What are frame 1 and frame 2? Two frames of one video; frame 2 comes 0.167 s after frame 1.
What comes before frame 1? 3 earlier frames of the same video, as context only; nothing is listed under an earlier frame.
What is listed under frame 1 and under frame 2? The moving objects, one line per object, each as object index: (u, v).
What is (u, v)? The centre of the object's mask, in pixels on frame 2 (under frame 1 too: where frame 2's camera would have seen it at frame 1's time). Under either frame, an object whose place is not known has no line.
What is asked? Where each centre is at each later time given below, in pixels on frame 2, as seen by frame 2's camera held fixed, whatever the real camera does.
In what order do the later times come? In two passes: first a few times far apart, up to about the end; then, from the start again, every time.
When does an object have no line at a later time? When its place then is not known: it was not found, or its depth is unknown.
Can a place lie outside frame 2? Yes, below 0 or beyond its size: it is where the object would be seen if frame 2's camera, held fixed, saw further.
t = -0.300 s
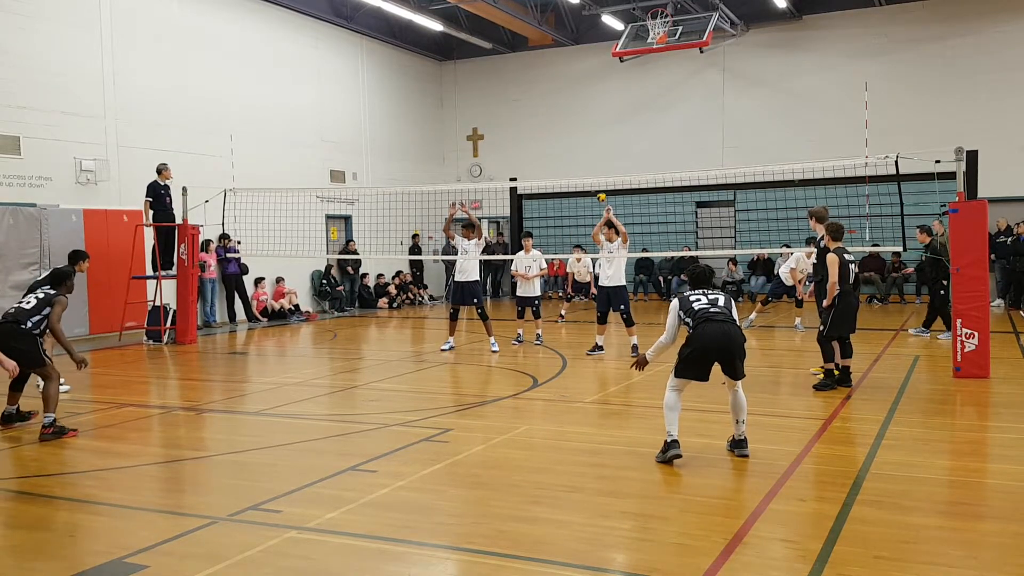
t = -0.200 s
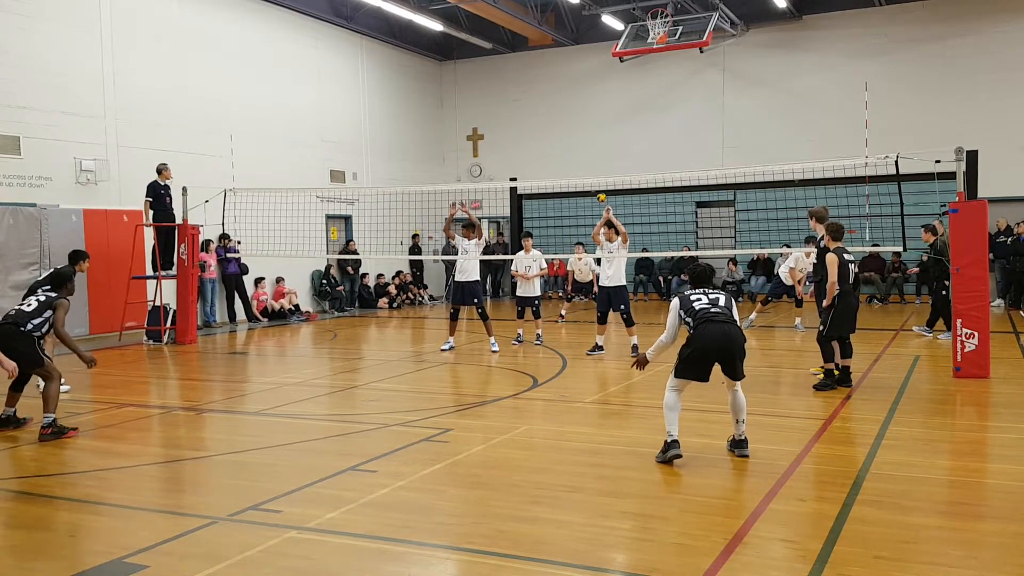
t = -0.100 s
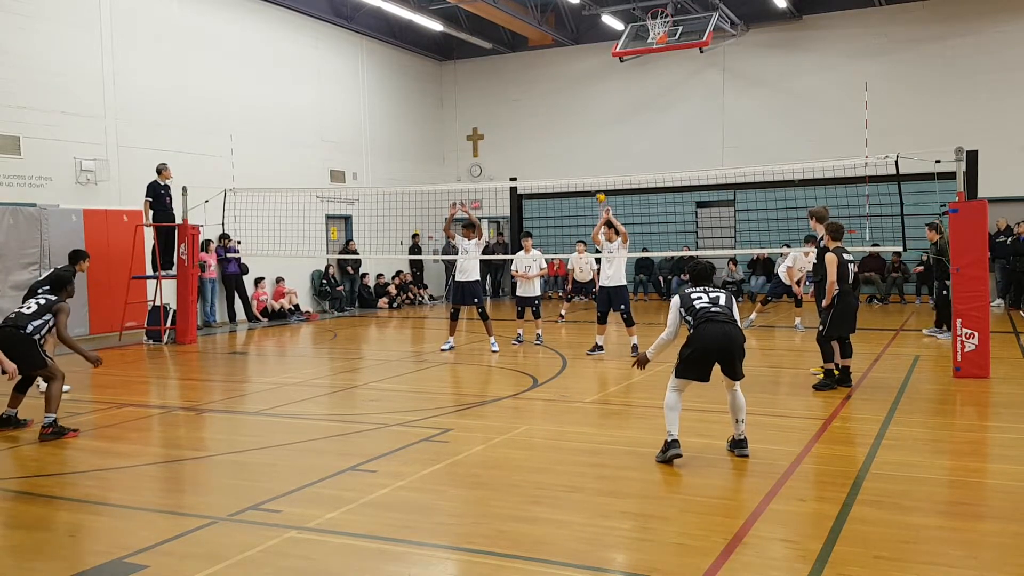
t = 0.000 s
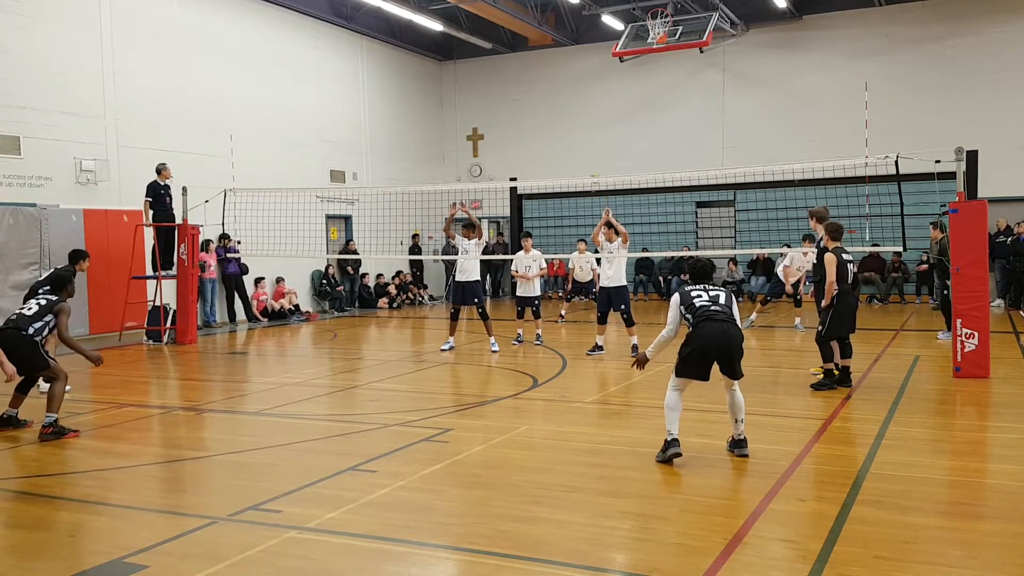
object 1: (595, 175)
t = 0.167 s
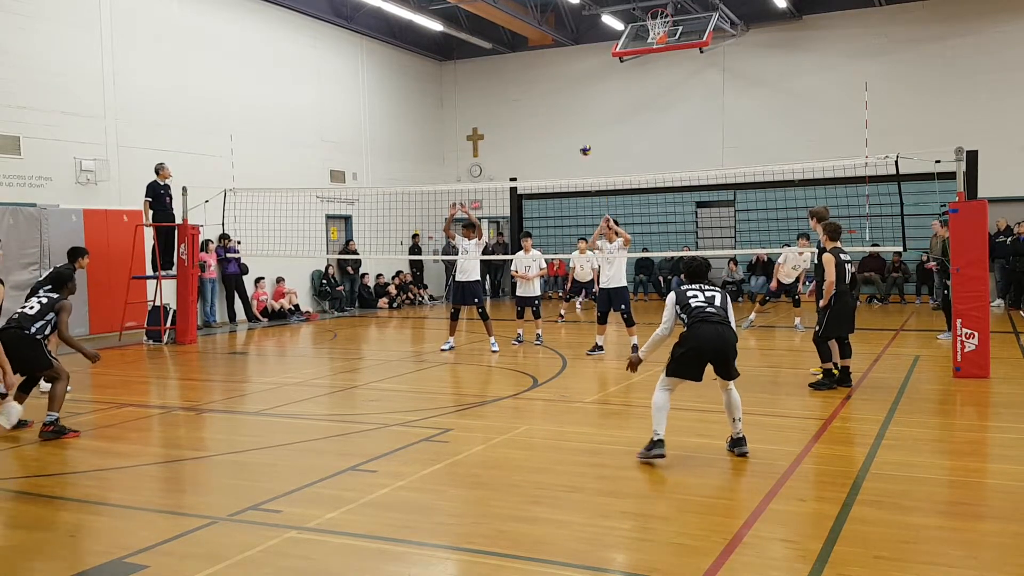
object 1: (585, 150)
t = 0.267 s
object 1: (576, 137)
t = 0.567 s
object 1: (529, 125)
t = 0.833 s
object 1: (445, 179)
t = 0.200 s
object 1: (582, 145)
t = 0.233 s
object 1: (579, 141)
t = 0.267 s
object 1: (576, 137)
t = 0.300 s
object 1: (572, 133)
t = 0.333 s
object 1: (569, 129)
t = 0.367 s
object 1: (565, 127)
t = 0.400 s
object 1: (560, 124)
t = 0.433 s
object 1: (555, 123)
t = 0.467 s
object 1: (549, 123)
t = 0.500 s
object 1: (543, 123)
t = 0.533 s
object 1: (537, 124)
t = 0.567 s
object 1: (529, 125)
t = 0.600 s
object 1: (521, 128)
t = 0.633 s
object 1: (513, 131)
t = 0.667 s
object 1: (504, 136)
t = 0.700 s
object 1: (495, 140)
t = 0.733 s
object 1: (484, 147)
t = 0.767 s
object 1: (472, 157)
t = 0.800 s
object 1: (458, 168)
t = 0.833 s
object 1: (445, 179)
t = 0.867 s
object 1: (428, 197)
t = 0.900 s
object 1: (410, 214)
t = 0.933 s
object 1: (389, 236)
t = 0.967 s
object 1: (366, 261)
